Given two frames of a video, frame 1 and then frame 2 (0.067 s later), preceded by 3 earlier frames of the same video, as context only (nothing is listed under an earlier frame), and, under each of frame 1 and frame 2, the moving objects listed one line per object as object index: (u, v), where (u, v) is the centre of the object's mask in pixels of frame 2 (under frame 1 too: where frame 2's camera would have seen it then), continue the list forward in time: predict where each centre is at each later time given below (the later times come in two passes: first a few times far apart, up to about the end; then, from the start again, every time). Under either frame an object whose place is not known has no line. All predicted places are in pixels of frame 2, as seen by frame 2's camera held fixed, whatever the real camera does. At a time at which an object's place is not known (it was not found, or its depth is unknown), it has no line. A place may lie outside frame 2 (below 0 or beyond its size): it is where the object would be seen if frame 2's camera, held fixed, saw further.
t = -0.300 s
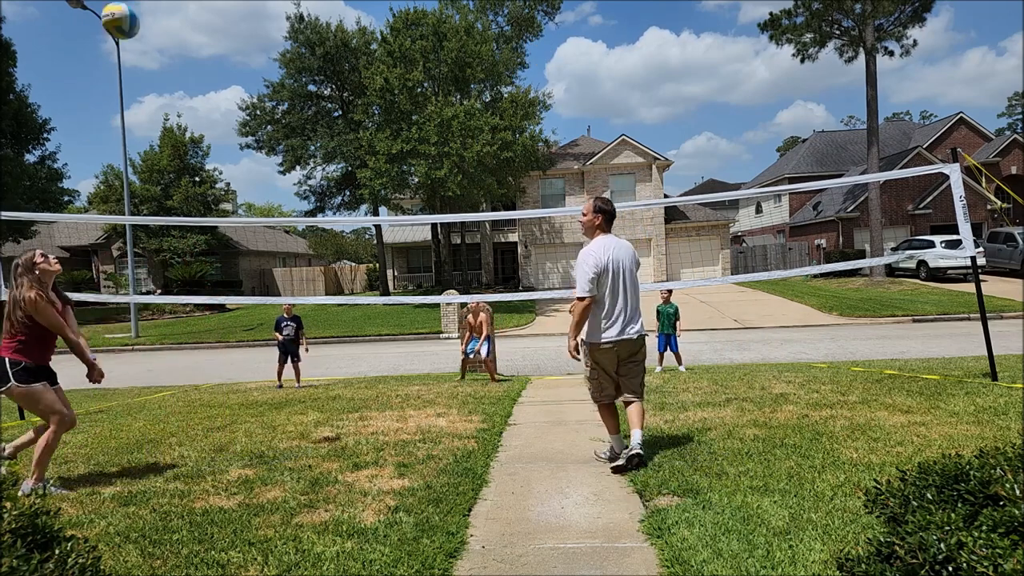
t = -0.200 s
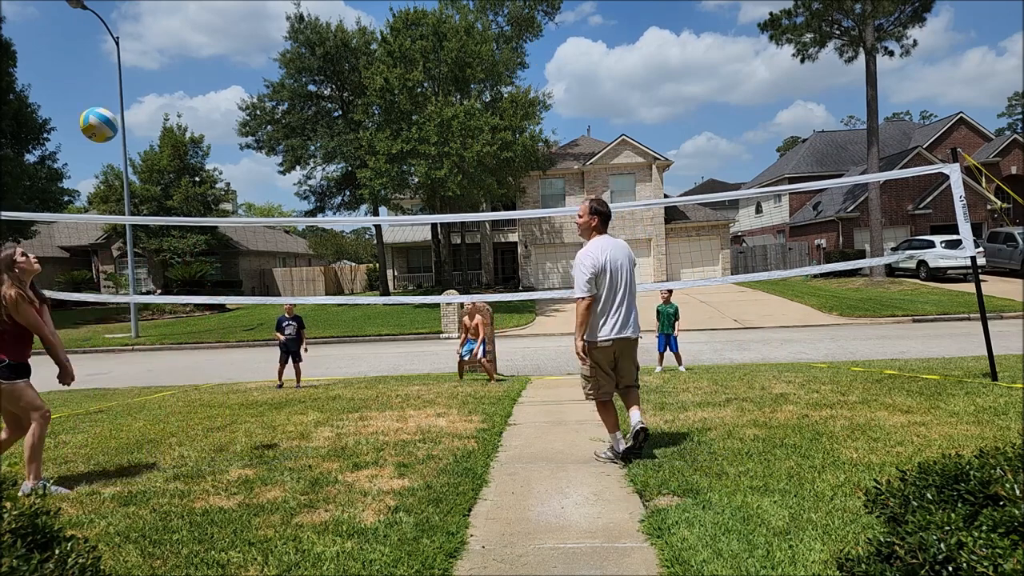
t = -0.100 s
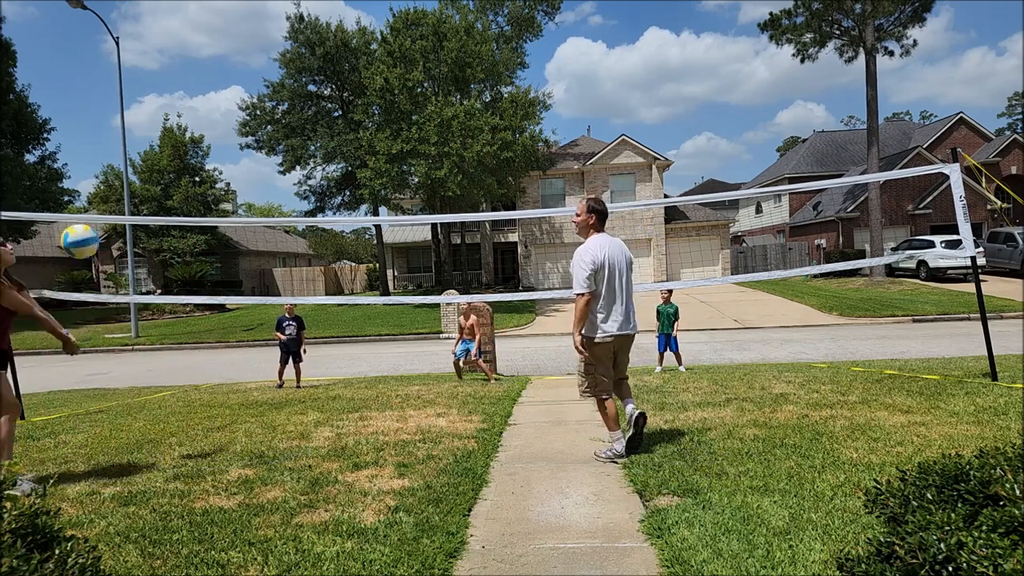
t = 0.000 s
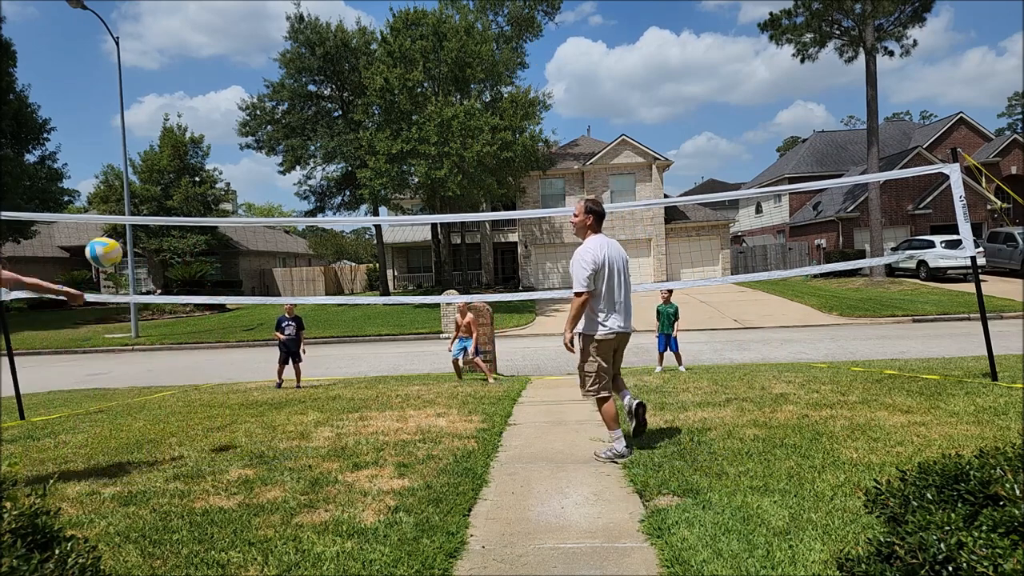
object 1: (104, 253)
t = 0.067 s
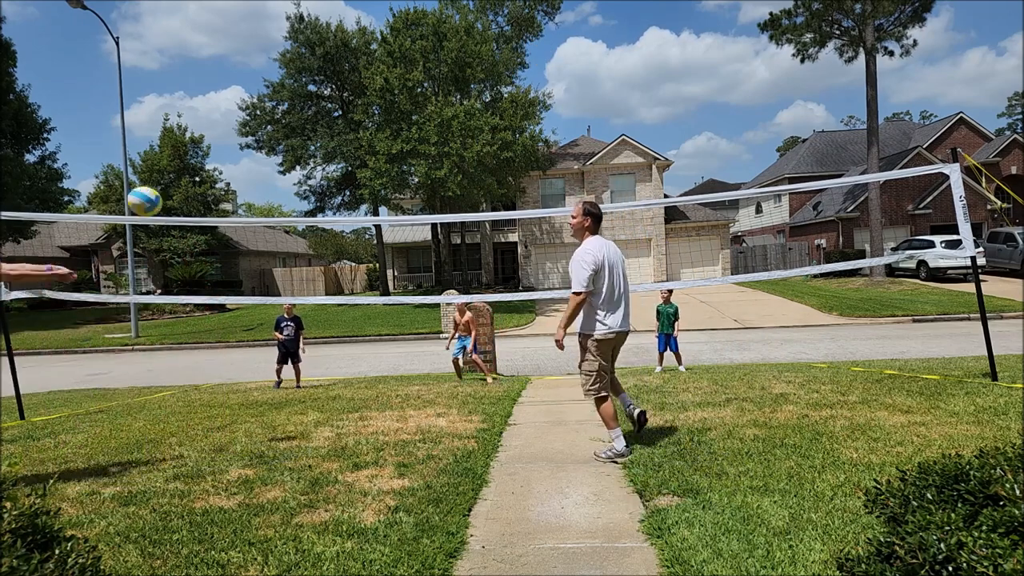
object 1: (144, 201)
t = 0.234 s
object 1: (235, 114)
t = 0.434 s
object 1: (329, 72)
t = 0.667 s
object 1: (421, 87)
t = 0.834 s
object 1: (478, 130)
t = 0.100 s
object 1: (164, 180)
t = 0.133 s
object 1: (183, 161)
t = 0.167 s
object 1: (200, 143)
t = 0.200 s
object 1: (218, 128)
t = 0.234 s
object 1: (235, 114)
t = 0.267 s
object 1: (252, 103)
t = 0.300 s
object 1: (268, 94)
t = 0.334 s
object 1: (284, 87)
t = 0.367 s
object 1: (299, 80)
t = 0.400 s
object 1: (314, 75)
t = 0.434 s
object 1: (329, 72)
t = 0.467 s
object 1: (343, 71)
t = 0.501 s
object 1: (357, 70)
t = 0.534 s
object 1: (370, 71)
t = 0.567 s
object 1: (384, 73)
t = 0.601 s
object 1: (396, 76)
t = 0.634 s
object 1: (409, 81)
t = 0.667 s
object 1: (421, 87)
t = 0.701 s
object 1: (433, 94)
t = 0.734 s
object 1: (444, 100)
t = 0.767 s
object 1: (456, 109)
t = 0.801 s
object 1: (467, 119)
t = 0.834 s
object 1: (478, 130)
